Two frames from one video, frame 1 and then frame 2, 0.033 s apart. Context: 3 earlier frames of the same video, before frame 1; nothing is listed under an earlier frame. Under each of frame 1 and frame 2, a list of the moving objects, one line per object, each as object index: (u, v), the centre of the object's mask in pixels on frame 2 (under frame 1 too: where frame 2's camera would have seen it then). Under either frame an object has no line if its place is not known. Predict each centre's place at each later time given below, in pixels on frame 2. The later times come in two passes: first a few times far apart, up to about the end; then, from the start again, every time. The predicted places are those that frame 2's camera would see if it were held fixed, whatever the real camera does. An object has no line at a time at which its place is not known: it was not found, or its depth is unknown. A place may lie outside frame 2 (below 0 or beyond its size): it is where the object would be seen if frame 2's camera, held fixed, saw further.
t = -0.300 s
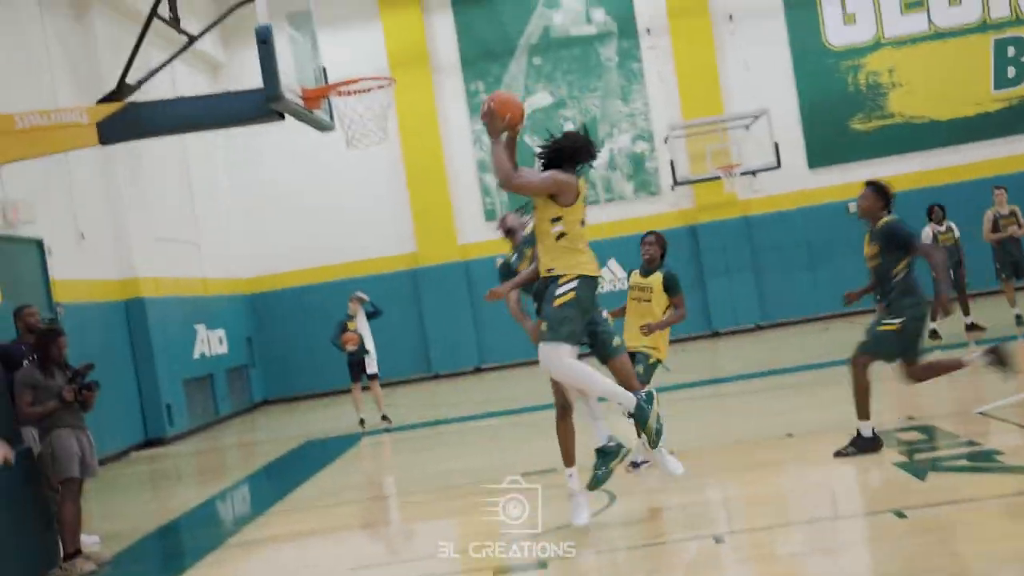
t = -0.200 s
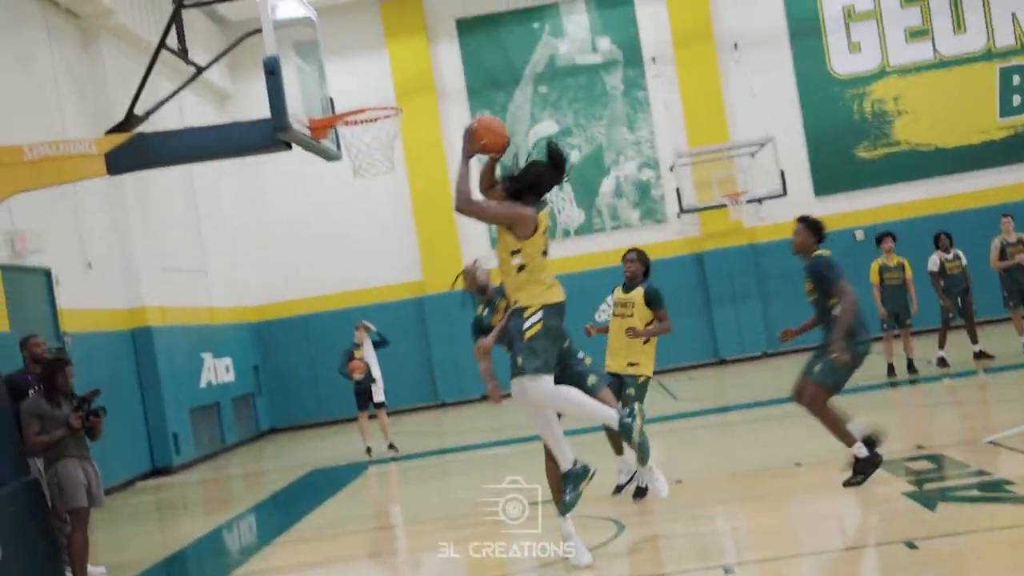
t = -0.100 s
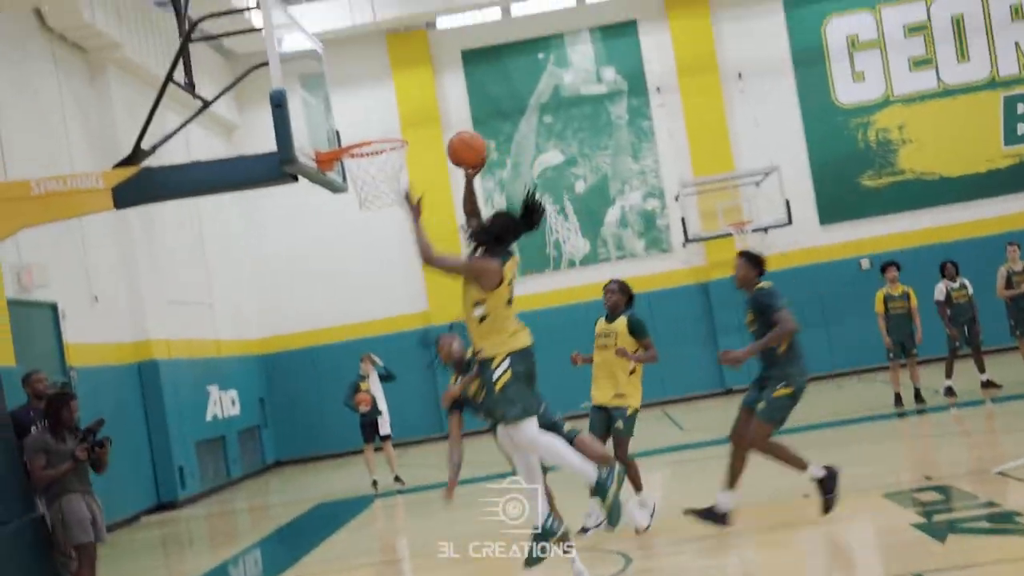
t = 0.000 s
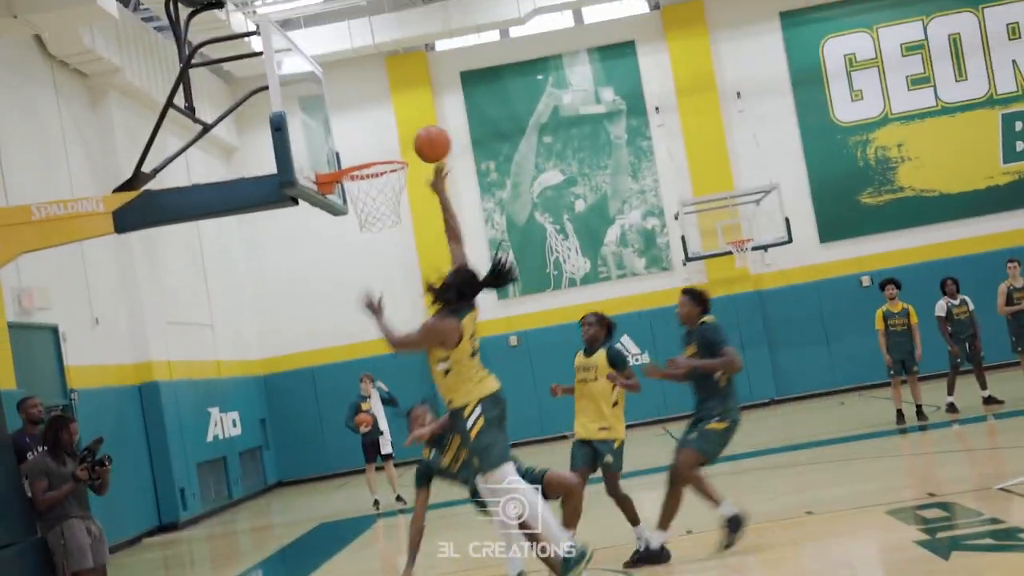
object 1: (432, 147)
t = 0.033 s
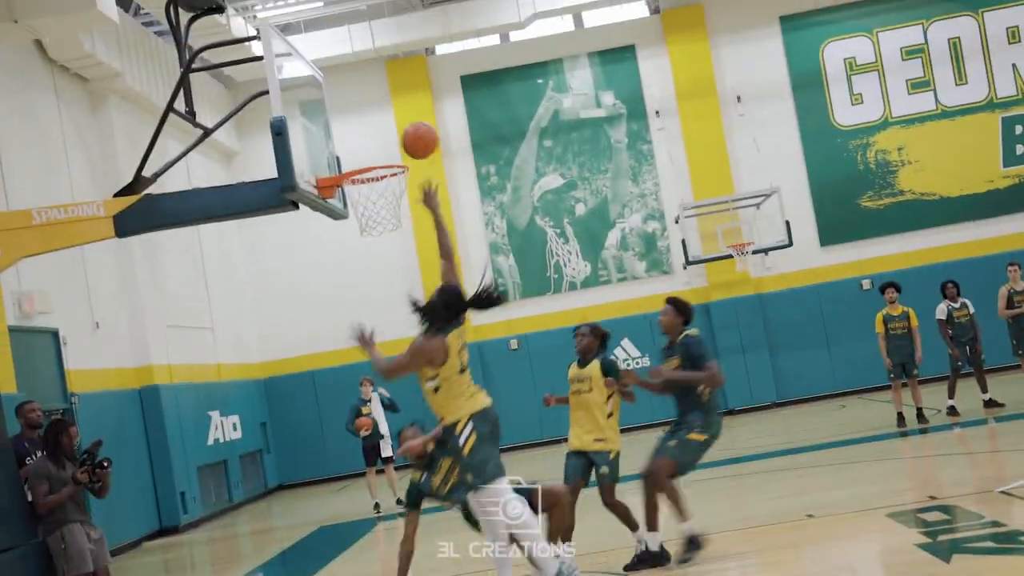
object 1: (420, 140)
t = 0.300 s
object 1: (335, 143)
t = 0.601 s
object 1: (403, 189)
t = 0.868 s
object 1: (374, 202)
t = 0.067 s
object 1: (407, 135)
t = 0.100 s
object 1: (396, 131)
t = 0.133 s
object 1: (385, 129)
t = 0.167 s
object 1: (374, 128)
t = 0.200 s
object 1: (363, 129)
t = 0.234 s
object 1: (354, 132)
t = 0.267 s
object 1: (344, 136)
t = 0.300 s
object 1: (335, 143)
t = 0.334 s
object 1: (327, 149)
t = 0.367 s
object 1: (337, 154)
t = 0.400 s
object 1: (349, 158)
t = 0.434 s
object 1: (363, 165)
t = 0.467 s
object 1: (374, 176)
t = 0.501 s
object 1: (383, 181)
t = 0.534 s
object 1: (395, 185)
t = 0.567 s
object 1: (402, 189)
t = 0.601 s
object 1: (403, 189)
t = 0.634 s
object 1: (401, 188)
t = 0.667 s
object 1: (398, 186)
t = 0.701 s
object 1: (395, 187)
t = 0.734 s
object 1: (391, 187)
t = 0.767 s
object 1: (387, 189)
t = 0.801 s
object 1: (382, 194)
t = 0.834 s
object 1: (378, 197)
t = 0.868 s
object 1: (374, 202)
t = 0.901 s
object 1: (371, 208)
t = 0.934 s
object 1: (369, 214)
